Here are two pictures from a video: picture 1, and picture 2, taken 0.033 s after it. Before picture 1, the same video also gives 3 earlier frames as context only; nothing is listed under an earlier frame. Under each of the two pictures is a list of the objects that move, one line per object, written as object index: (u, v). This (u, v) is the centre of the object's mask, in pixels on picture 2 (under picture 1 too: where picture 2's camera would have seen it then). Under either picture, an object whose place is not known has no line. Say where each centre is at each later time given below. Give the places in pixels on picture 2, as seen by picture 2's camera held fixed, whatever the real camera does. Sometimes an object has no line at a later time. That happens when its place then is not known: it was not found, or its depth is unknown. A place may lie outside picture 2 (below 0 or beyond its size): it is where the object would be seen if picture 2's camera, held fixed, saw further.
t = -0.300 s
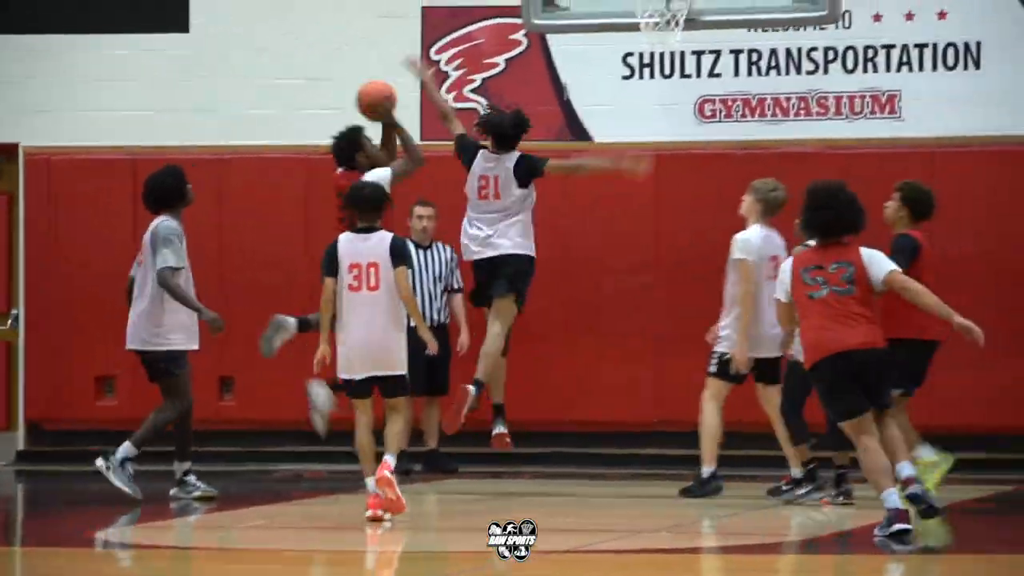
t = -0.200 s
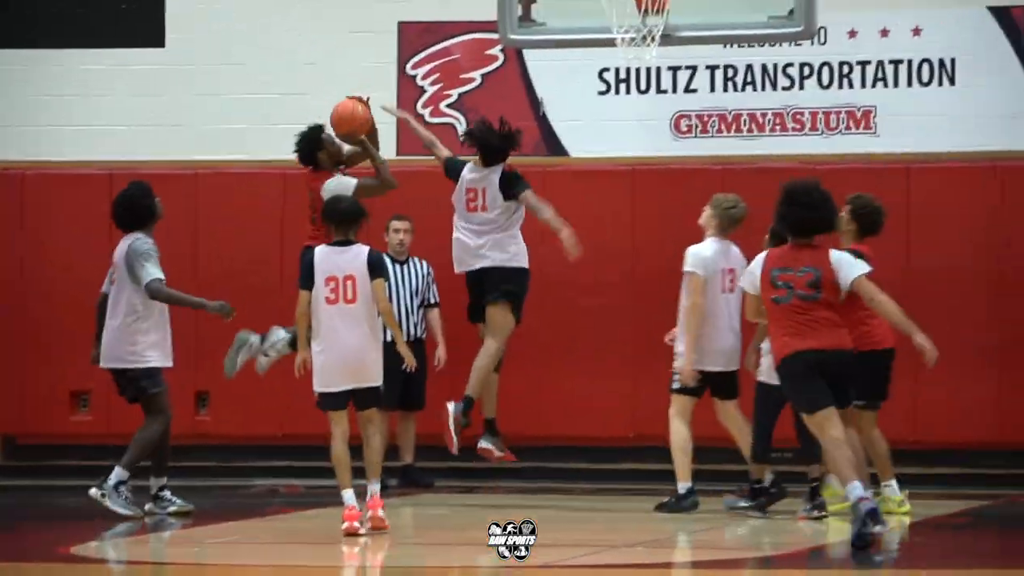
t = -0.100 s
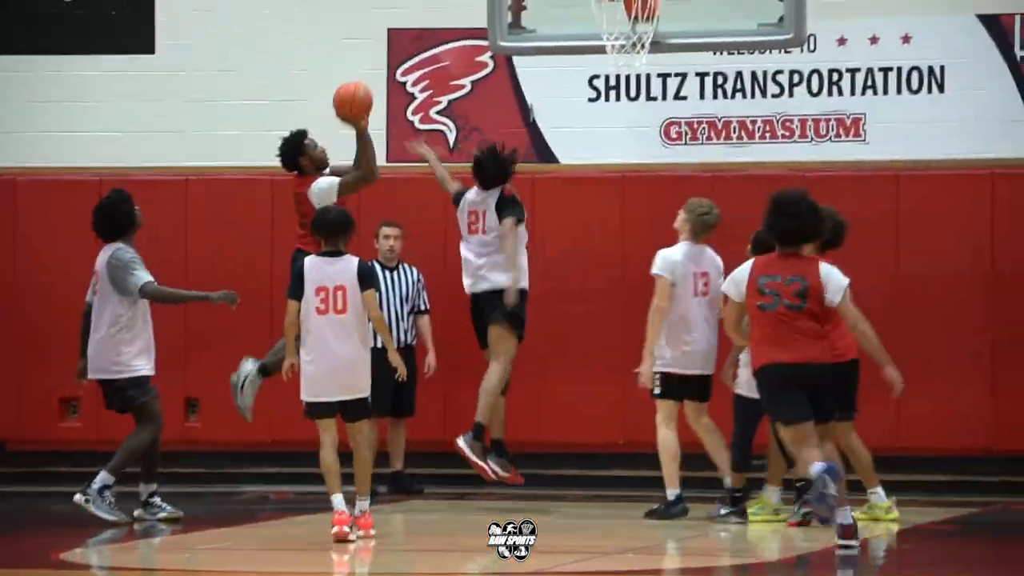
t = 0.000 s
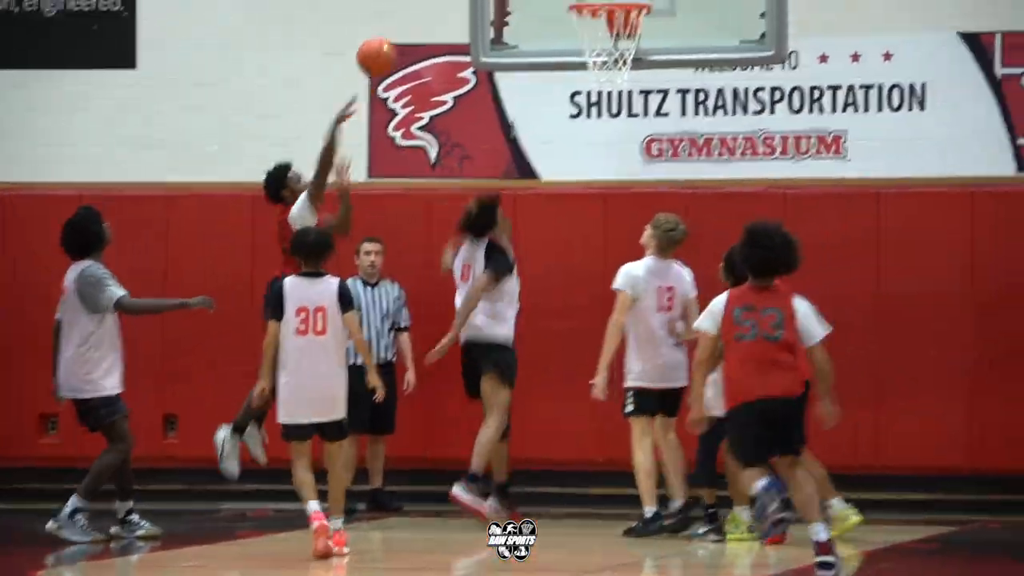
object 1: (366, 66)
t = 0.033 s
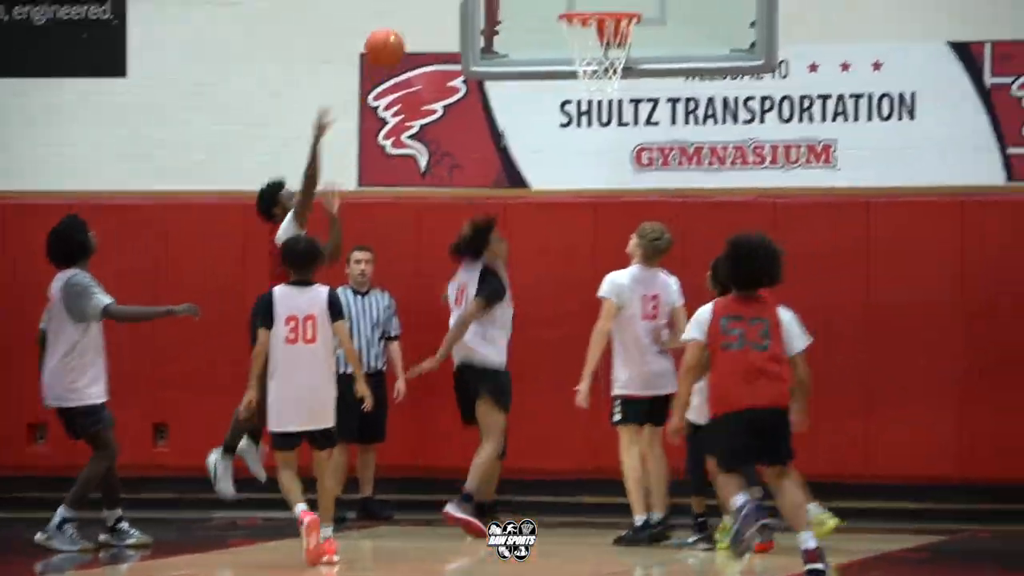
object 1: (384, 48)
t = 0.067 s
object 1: (402, 33)
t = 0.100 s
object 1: (419, 19)
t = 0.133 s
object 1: (436, 6)
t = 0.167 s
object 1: (454, -2)
